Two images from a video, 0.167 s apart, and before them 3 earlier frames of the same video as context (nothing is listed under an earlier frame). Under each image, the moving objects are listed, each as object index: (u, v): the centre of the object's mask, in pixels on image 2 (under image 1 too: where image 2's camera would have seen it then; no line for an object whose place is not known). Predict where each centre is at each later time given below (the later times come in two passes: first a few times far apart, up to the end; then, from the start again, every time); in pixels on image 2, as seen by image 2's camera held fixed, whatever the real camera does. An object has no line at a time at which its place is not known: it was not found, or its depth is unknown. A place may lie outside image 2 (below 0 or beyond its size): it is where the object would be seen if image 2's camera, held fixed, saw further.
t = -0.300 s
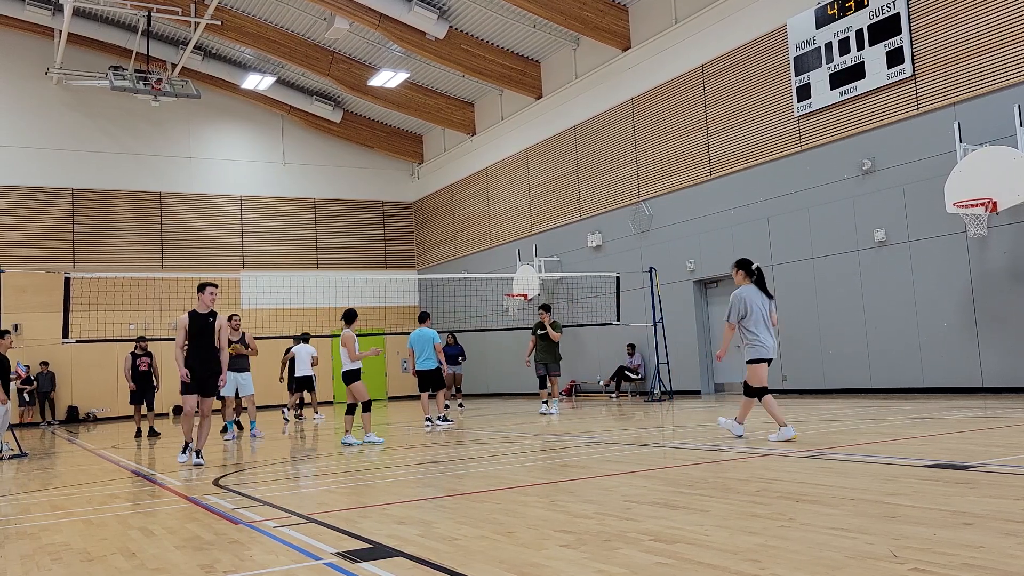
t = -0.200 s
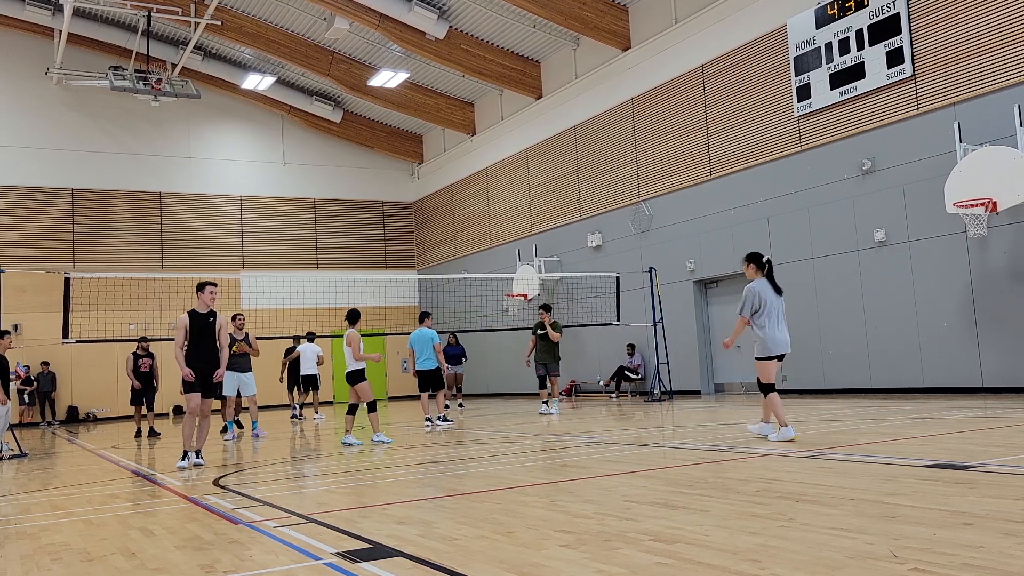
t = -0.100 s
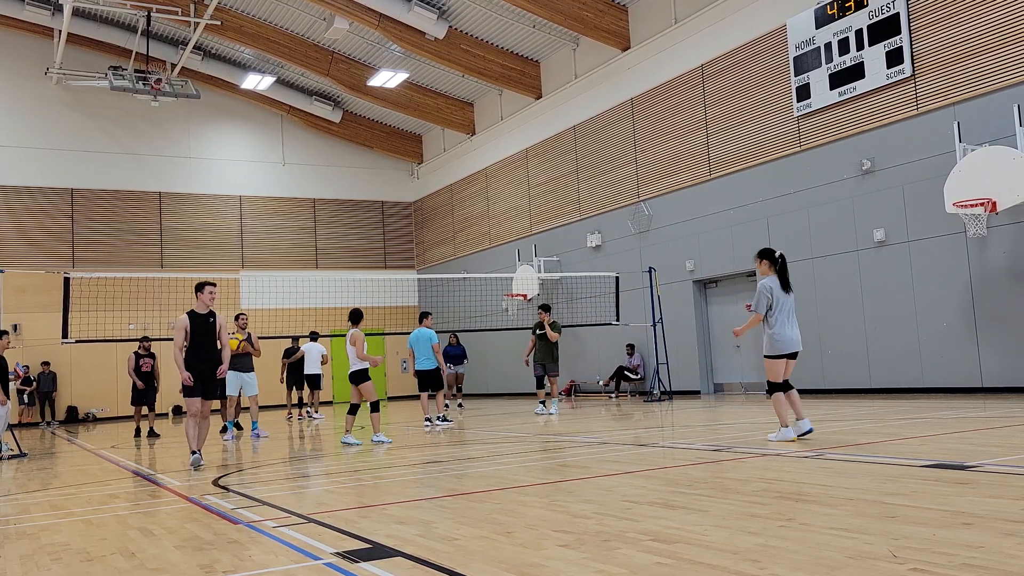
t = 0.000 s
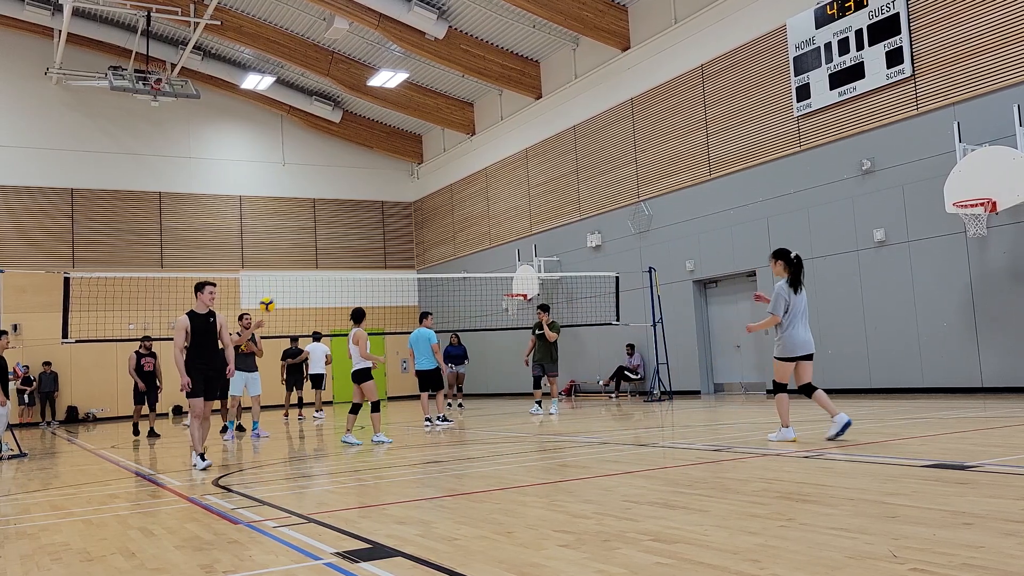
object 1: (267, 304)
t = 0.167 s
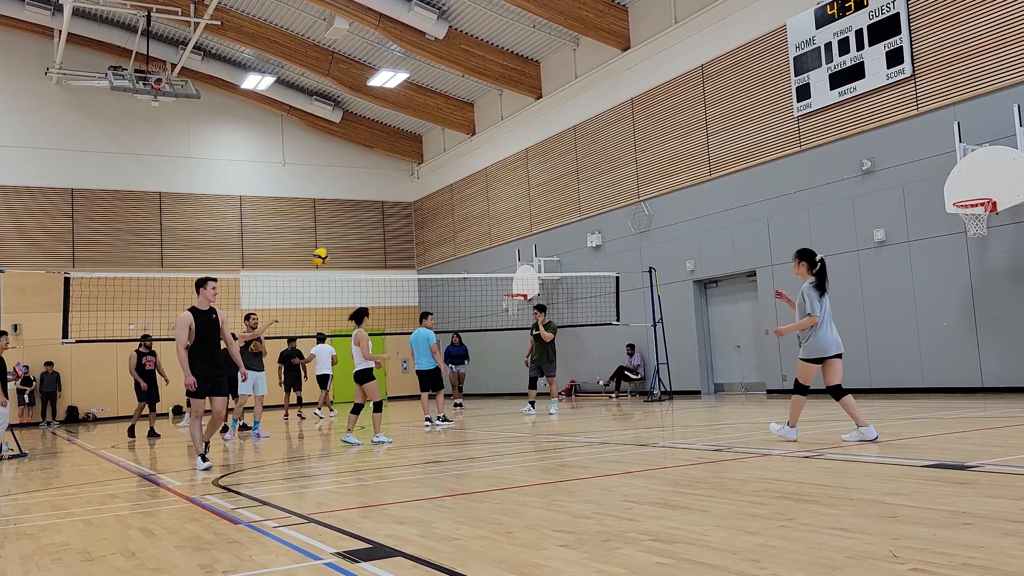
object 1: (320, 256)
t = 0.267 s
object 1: (355, 236)
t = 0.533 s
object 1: (450, 218)
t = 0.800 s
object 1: (557, 257)
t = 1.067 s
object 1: (680, 373)
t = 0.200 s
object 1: (332, 249)
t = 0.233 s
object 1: (343, 242)
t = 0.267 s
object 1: (355, 236)
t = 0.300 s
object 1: (366, 231)
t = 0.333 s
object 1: (377, 226)
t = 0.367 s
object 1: (389, 223)
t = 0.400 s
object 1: (401, 220)
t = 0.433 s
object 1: (413, 218)
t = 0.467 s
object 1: (425, 217)
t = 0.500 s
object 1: (437, 217)
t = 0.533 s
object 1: (450, 218)
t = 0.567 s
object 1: (462, 219)
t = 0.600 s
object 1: (476, 221)
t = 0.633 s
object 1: (488, 224)
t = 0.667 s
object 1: (501, 230)
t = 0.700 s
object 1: (516, 235)
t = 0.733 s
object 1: (529, 241)
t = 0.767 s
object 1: (543, 249)
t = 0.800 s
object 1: (557, 257)
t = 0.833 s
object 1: (572, 267)
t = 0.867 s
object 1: (586, 279)
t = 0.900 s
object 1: (600, 291)
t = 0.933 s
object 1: (617, 305)
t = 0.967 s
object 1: (632, 320)
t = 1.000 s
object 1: (648, 337)
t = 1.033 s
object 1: (664, 354)
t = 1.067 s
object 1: (680, 373)
